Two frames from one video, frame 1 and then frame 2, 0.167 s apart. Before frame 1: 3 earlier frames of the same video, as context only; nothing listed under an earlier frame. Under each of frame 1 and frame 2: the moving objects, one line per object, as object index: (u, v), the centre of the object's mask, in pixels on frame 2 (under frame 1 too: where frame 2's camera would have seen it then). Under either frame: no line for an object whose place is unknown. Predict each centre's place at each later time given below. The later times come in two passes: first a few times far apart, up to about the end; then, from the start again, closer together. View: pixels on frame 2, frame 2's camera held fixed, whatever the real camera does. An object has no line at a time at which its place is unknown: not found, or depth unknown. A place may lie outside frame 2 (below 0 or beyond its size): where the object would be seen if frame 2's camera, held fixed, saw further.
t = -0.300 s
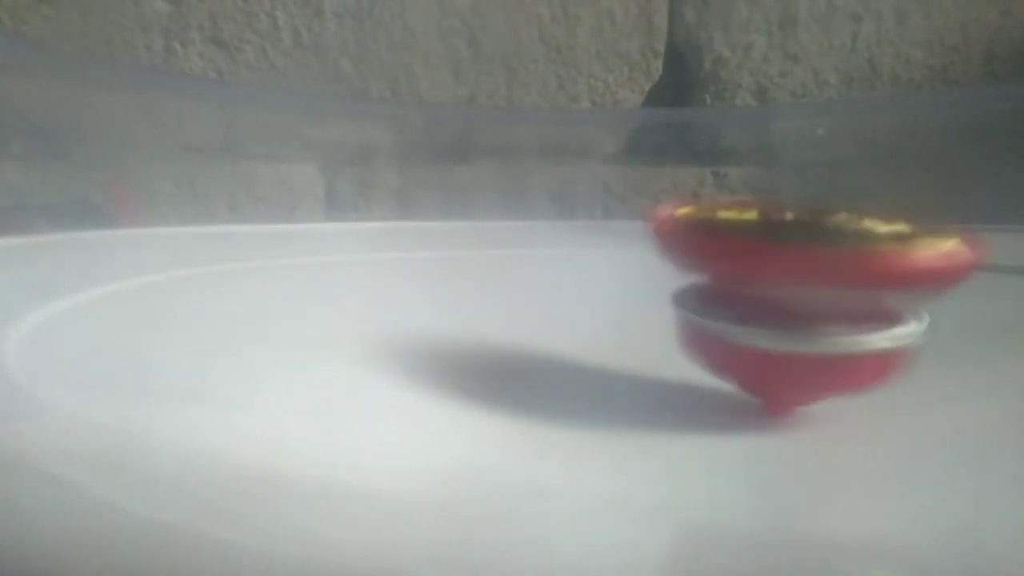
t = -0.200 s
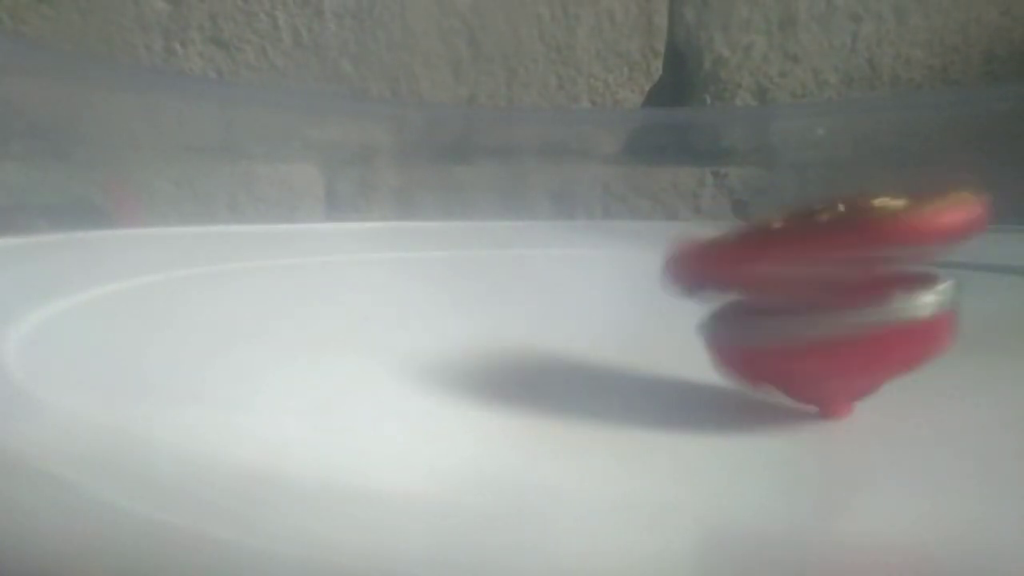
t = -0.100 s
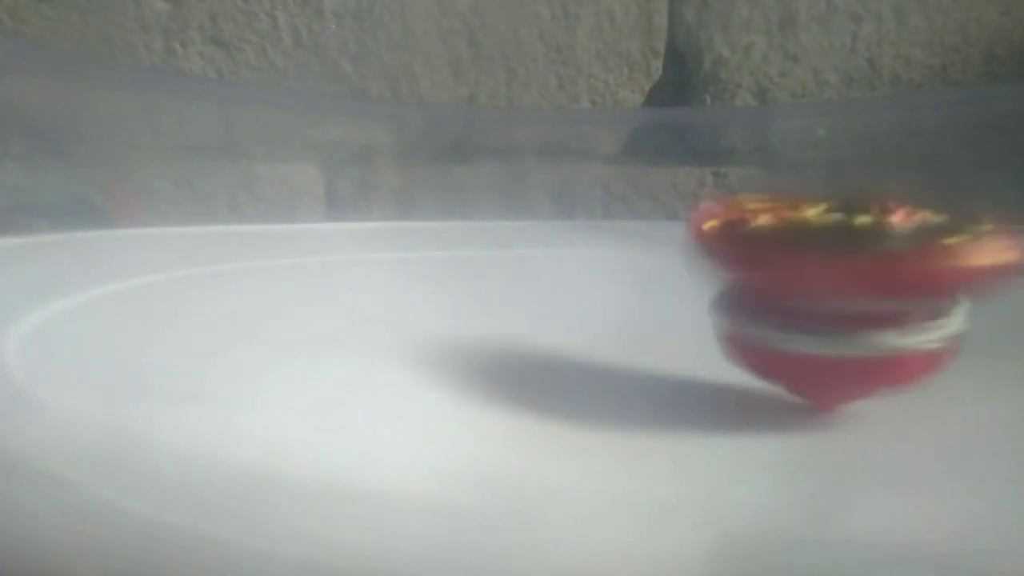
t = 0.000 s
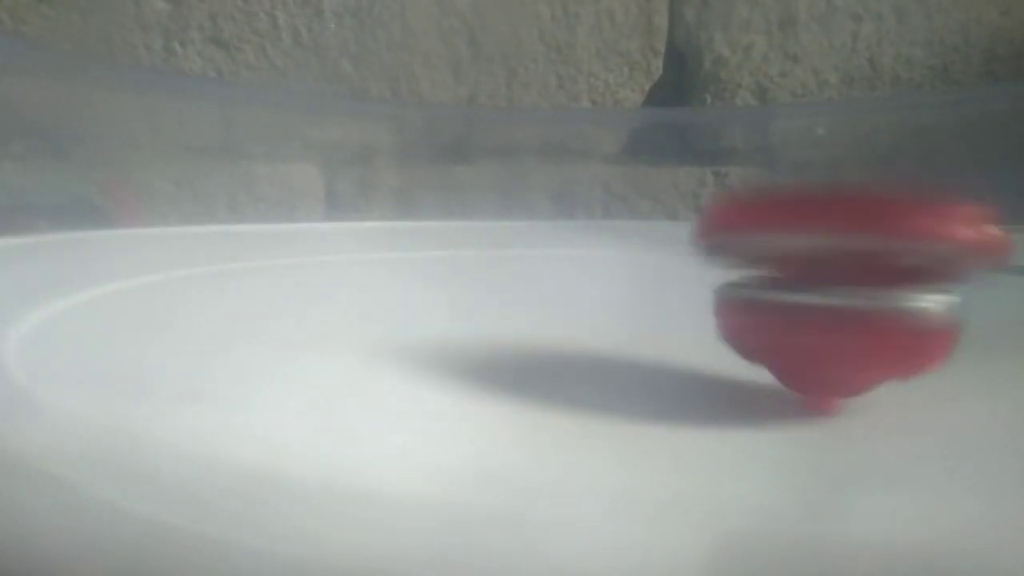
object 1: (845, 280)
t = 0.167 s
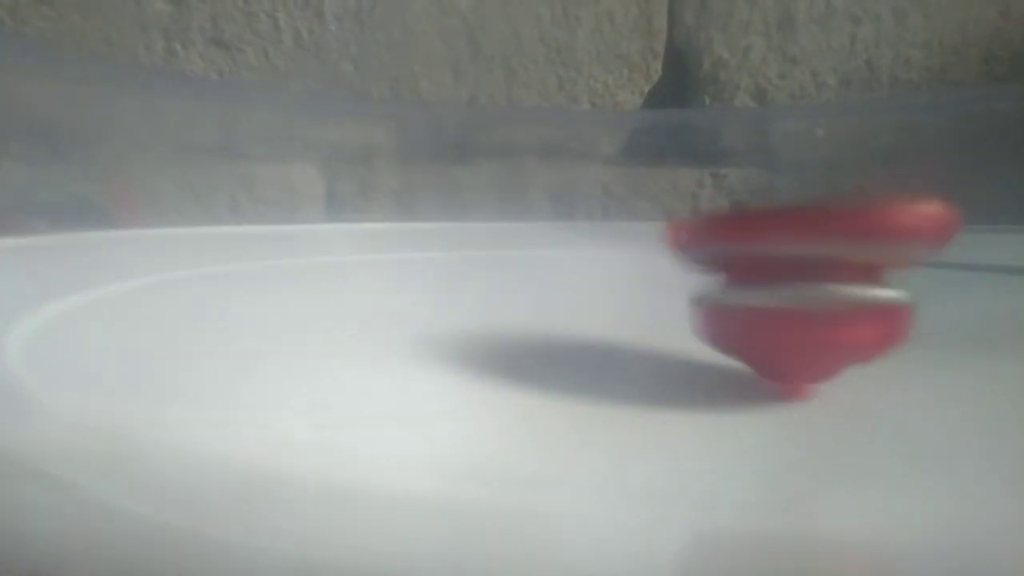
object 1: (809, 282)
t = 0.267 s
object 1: (806, 286)
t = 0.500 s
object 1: (809, 286)
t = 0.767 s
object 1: (768, 284)
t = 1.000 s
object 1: (798, 276)
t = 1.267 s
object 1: (789, 281)
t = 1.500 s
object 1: (788, 287)
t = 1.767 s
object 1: (786, 287)
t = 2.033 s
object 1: (786, 287)
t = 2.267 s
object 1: (785, 287)
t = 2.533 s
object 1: (785, 288)
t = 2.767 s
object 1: (784, 288)
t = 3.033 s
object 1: (784, 288)
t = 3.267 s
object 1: (784, 288)
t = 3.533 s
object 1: (784, 288)
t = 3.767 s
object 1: (784, 288)
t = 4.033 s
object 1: (784, 288)
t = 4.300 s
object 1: (784, 288)
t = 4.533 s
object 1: (784, 288)
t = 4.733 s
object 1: (784, 288)
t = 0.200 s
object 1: (805, 276)
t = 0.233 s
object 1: (804, 281)
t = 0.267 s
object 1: (806, 286)
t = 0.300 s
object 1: (810, 283)
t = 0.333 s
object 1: (820, 283)
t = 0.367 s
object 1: (825, 279)
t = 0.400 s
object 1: (826, 274)
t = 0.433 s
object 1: (818, 276)
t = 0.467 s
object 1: (808, 277)
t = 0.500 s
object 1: (809, 286)
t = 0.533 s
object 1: (800, 292)
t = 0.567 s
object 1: (783, 279)
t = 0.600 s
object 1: (778, 274)
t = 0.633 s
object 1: (769, 273)
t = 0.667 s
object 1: (765, 274)
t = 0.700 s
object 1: (764, 273)
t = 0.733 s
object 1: (762, 279)
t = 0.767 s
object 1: (768, 284)
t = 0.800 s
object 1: (771, 286)
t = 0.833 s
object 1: (774, 285)
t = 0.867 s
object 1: (778, 281)
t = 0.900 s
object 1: (792, 276)
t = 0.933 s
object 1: (800, 277)
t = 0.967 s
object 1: (802, 272)
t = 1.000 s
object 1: (798, 276)
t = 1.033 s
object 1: (800, 285)
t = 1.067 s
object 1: (789, 289)
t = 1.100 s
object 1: (774, 278)
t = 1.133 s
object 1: (774, 271)
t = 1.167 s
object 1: (778, 272)
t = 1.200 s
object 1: (779, 275)
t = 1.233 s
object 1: (782, 277)
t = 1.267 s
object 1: (789, 281)
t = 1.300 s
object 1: (792, 284)
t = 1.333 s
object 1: (789, 284)
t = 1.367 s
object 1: (788, 284)
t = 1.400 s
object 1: (787, 287)
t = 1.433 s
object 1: (785, 289)
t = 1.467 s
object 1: (787, 288)
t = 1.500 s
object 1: (788, 287)
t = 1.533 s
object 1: (789, 288)
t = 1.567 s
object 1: (786, 288)
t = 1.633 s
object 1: (783, 287)
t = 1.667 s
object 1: (785, 288)
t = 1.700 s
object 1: (788, 288)
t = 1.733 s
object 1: (787, 287)
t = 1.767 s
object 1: (786, 287)
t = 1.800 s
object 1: (786, 288)
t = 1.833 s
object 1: (785, 288)
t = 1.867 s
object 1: (786, 287)
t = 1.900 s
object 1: (787, 288)
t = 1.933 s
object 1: (785, 288)
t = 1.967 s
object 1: (784, 287)
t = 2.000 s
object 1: (787, 288)
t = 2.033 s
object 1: (786, 287)
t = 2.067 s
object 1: (784, 287)
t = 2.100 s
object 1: (786, 287)
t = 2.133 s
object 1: (787, 287)
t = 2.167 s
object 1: (787, 287)
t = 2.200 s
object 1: (785, 287)
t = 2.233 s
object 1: (785, 288)
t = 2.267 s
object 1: (785, 287)
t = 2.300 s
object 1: (784, 288)
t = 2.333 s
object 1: (785, 288)
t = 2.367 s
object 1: (784, 288)
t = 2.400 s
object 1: (784, 288)
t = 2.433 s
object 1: (785, 288)
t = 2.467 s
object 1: (785, 288)
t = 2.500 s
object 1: (784, 288)
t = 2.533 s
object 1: (785, 288)
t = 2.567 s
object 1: (785, 288)
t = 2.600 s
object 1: (784, 288)
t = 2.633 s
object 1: (785, 288)
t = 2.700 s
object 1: (784, 288)
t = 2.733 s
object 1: (784, 288)
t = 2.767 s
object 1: (784, 288)
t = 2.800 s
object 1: (784, 288)
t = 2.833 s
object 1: (784, 288)
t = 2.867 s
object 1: (784, 288)
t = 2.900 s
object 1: (784, 288)
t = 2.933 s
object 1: (784, 288)
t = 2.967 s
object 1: (784, 288)
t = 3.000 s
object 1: (784, 288)
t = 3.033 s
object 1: (784, 288)
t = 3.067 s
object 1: (784, 288)
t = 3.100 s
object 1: (784, 288)
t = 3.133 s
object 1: (784, 288)
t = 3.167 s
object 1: (784, 288)
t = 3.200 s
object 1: (784, 288)
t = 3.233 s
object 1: (784, 288)
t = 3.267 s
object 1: (784, 288)
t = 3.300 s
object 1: (784, 288)
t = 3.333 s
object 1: (784, 288)
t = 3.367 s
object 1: (784, 288)
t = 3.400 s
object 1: (784, 288)
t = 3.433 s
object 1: (784, 288)
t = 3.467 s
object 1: (784, 288)
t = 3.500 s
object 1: (784, 288)
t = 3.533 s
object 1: (784, 288)
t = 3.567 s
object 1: (784, 288)
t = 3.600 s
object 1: (784, 288)
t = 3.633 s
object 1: (784, 288)
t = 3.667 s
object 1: (784, 288)
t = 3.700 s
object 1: (784, 288)
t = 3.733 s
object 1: (784, 288)
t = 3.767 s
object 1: (784, 288)
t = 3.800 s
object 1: (784, 288)
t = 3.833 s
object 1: (784, 288)
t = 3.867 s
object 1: (784, 288)
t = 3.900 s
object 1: (784, 288)
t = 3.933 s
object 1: (784, 288)
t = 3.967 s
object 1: (784, 288)
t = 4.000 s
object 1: (784, 288)
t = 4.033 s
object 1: (784, 288)
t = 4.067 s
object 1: (784, 288)
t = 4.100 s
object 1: (784, 288)
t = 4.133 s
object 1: (784, 288)
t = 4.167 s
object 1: (784, 288)
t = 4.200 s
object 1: (784, 288)
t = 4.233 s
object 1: (784, 288)
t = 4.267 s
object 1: (784, 288)
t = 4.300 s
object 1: (784, 288)
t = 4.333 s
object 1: (784, 288)
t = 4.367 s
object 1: (784, 288)
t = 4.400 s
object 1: (784, 288)
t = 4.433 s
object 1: (784, 288)
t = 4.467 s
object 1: (784, 288)
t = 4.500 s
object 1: (784, 288)
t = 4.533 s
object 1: (784, 288)
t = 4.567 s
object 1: (784, 288)
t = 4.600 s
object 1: (784, 288)
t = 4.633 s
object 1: (784, 288)
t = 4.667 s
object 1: (784, 288)
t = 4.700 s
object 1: (784, 288)
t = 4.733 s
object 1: (784, 288)
